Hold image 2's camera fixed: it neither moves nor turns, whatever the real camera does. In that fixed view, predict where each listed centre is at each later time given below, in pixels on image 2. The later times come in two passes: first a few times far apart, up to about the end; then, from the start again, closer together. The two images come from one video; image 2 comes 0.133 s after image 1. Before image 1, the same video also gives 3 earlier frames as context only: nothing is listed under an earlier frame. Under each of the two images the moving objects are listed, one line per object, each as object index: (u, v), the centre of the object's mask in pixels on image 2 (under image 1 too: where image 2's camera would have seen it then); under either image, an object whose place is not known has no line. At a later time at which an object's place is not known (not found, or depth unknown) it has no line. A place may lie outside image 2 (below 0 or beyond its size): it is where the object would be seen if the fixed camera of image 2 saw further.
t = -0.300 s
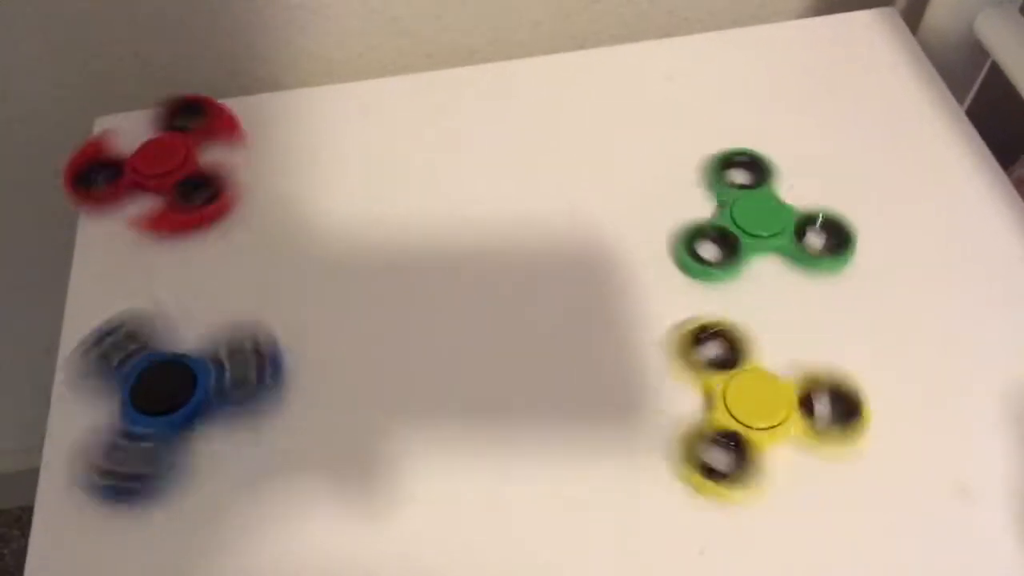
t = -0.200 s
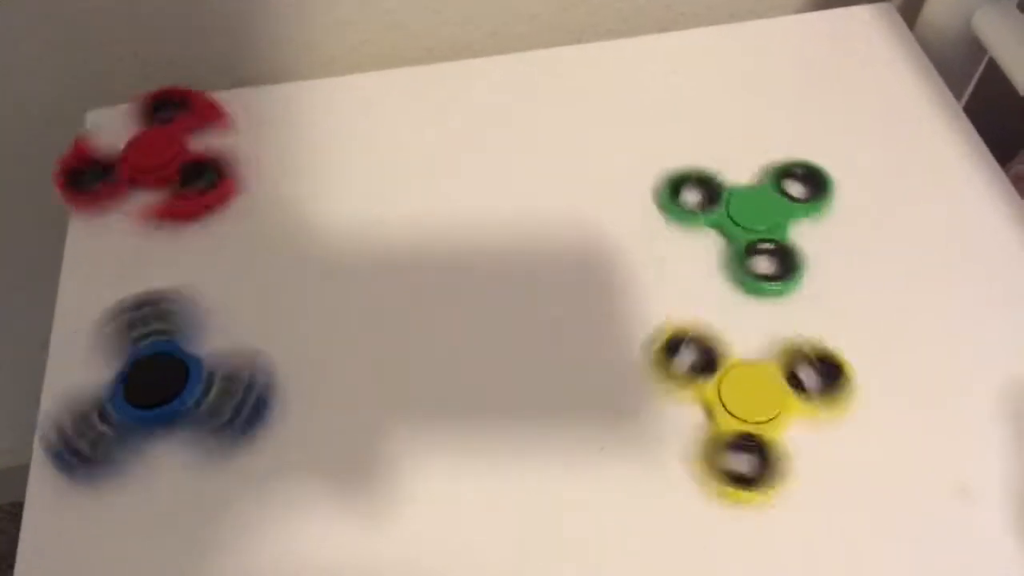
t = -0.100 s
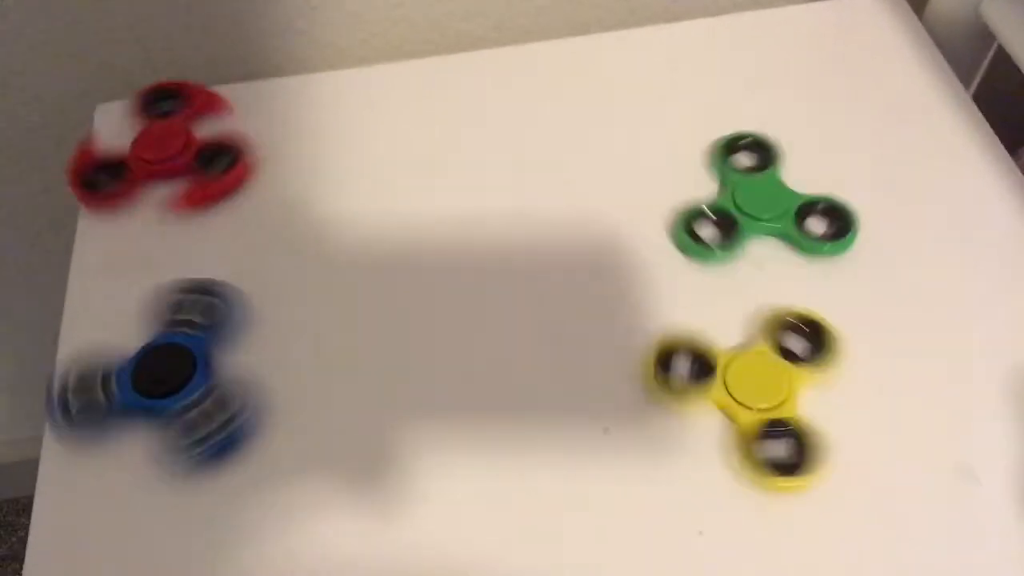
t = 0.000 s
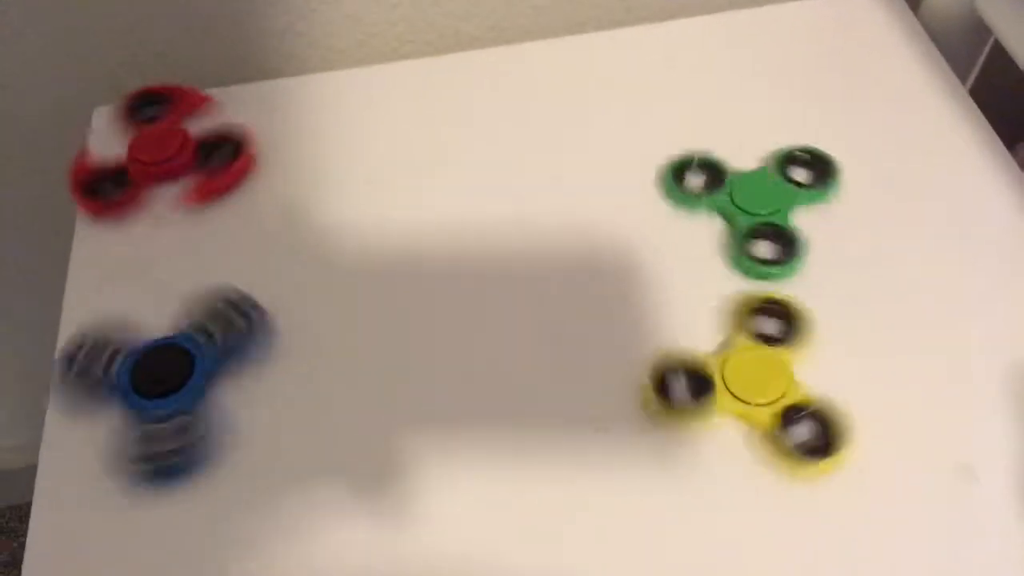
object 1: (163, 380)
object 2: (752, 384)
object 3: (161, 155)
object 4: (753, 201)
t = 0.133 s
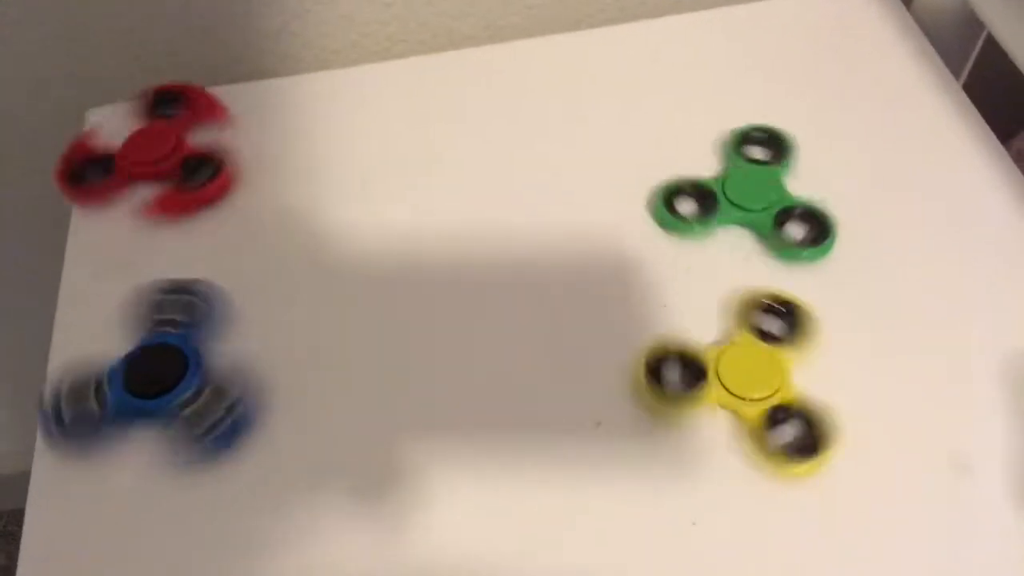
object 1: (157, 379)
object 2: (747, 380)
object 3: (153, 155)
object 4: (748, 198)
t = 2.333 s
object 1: (163, 376)
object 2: (757, 385)
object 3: (157, 153)
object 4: (756, 202)
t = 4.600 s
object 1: (167, 374)
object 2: (758, 382)
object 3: (160, 150)
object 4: (758, 202)
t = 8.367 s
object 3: (159, 152)
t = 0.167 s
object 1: (160, 381)
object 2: (749, 380)
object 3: (154, 157)
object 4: (749, 199)
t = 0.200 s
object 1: (160, 380)
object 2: (748, 382)
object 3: (156, 155)
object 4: (748, 197)
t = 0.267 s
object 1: (157, 382)
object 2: (748, 385)
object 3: (153, 158)
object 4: (750, 201)
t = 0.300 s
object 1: (161, 382)
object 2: (750, 385)
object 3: (155, 155)
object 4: (751, 202)
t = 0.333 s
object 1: (158, 380)
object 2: (750, 386)
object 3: (157, 155)
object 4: (751, 203)
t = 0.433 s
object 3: (159, 154)
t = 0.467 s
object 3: (159, 156)
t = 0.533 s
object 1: (164, 381)
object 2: (755, 387)
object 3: (160, 155)
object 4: (755, 204)
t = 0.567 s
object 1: (166, 382)
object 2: (754, 387)
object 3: (160, 157)
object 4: (754, 203)
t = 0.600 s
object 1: (163, 383)
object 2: (753, 388)
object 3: (158, 159)
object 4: (754, 203)
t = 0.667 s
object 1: (164, 383)
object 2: (755, 389)
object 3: (160, 157)
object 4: (756, 205)
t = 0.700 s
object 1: (166, 384)
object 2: (755, 389)
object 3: (159, 160)
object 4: (756, 206)
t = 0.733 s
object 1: (163, 384)
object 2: (753, 390)
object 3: (156, 157)
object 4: (755, 206)
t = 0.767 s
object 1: (162, 384)
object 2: (754, 391)
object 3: (159, 156)
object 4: (755, 205)
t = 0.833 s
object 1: (159, 384)
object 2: (754, 388)
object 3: (155, 157)
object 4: (755, 204)
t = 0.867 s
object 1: (165, 382)
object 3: (159, 156)
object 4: (756, 204)
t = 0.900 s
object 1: (164, 383)
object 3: (161, 156)
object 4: (757, 204)
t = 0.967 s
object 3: (157, 154)
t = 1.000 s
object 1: (164, 381)
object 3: (160, 154)
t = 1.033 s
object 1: (165, 381)
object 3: (157, 156)
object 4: (756, 204)
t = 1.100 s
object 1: (162, 382)
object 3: (158, 155)
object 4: (755, 204)
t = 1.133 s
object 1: (162, 381)
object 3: (160, 155)
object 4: (756, 205)
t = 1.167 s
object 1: (162, 382)
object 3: (155, 156)
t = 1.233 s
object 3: (160, 154)
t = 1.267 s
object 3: (156, 155)
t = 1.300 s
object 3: (158, 156)
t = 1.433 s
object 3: (161, 153)
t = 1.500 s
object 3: (158, 155)
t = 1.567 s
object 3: (160, 153)
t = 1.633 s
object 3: (157, 154)
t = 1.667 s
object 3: (160, 153)
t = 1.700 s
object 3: (161, 154)
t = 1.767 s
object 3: (159, 153)
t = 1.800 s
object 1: (165, 378)
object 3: (160, 153)
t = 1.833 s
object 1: (167, 379)
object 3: (161, 154)
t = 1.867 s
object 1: (165, 378)
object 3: (158, 153)
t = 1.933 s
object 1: (166, 379)
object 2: (758, 388)
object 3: (160, 154)
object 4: (758, 202)
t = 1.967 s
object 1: (165, 380)
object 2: (755, 386)
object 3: (157, 154)
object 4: (757, 203)
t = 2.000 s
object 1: (163, 379)
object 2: (752, 384)
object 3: (157, 152)
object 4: (755, 203)
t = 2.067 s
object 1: (163, 378)
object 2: (756, 385)
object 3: (157, 154)
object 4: (755, 203)
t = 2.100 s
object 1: (164, 377)
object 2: (757, 384)
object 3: (157, 153)
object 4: (757, 202)
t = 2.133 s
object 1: (165, 378)
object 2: (755, 385)
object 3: (159, 152)
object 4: (756, 202)
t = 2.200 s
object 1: (162, 377)
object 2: (756, 386)
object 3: (155, 155)
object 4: (757, 203)
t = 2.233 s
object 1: (163, 377)
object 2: (755, 385)
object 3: (157, 152)
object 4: (756, 203)
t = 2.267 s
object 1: (164, 378)
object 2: (753, 384)
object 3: (158, 152)
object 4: (755, 203)
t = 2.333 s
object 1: (163, 376)
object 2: (757, 385)
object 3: (157, 153)
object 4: (756, 202)
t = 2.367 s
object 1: (164, 375)
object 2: (758, 383)
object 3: (160, 151)
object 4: (758, 201)
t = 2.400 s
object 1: (165, 374)
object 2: (755, 381)
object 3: (160, 152)
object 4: (758, 202)
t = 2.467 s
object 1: (166, 375)
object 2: (757, 383)
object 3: (160, 151)
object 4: (757, 202)
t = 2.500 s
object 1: (165, 372)
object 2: (756, 381)
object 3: (162, 151)
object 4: (756, 201)
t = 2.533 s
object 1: (168, 369)
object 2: (754, 379)
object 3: (161, 150)
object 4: (755, 200)
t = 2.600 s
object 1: (165, 376)
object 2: (755, 384)
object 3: (161, 152)
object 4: (756, 201)
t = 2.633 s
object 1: (162, 375)
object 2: (751, 381)
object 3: (159, 153)
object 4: (753, 201)
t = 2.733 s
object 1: (152, 377)
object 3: (149, 152)
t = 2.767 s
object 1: (158, 375)
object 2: (751, 382)
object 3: (149, 154)
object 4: (748, 202)
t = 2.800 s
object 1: (160, 373)
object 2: (753, 382)
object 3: (154, 150)
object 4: (754, 200)
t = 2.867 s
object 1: (164, 372)
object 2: (755, 381)
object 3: (158, 149)
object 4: (757, 200)
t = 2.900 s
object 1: (164, 374)
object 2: (757, 382)
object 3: (157, 151)
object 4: (757, 201)
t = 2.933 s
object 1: (165, 374)
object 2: (756, 381)
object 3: (158, 149)
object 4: (755, 201)
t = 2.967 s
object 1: (166, 375)
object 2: (757, 382)
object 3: (161, 151)
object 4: (756, 201)
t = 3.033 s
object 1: (168, 372)
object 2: (758, 382)
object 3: (160, 150)
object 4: (759, 200)
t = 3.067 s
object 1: (168, 372)
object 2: (759, 381)
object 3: (163, 149)
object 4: (760, 200)
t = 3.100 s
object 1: (166, 372)
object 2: (758, 382)
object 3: (161, 151)
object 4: (759, 201)
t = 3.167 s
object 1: (163, 373)
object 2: (755, 381)
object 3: (159, 149)
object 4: (755, 201)
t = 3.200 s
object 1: (166, 374)
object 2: (754, 380)
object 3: (160, 151)
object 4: (754, 200)
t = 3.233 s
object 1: (163, 374)
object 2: (753, 381)
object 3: (157, 153)
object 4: (755, 200)
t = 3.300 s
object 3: (159, 151)
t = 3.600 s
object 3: (158, 153)
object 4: (755, 202)
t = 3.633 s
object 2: (753, 382)
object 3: (157, 152)
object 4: (754, 201)
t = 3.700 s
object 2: (755, 384)
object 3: (158, 153)
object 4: (754, 202)
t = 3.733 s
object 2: (755, 383)
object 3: (158, 152)
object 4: (755, 201)
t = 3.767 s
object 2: (754, 384)
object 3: (160, 151)
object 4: (756, 202)
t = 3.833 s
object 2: (756, 387)
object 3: (158, 152)
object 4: (757, 203)
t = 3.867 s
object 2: (756, 387)
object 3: (159, 152)
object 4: (757, 204)
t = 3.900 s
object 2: (758, 385)
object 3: (162, 151)
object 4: (757, 203)
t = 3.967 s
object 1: (166, 377)
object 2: (758, 386)
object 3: (159, 152)
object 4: (758, 203)
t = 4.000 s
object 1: (168, 377)
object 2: (758, 385)
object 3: (161, 151)
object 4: (758, 202)
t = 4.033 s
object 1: (165, 376)
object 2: (758, 384)
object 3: (162, 152)
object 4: (758, 202)
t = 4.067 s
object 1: (167, 376)
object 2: (757, 381)
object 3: (160, 152)
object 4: (758, 202)
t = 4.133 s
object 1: (166, 374)
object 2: (755, 383)
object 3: (161, 150)
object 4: (755, 201)
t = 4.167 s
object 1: (167, 376)
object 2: (756, 383)
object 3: (160, 152)
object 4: (755, 201)
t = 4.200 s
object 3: (158, 153)
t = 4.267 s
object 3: (161, 151)
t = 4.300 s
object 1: (167, 376)
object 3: (160, 152)
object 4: (757, 202)
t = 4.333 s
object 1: (165, 375)
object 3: (159, 151)
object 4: (756, 202)
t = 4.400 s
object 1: (164, 376)
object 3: (160, 152)
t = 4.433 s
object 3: (156, 153)
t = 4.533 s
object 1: (165, 374)
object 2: (757, 382)
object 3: (158, 152)
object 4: (758, 202)
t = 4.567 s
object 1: (169, 373)
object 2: (760, 382)
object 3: (159, 151)
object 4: (759, 202)
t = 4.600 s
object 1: (167, 374)
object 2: (758, 382)
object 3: (160, 150)
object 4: (758, 202)
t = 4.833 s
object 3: (159, 151)
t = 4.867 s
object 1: (166, 375)
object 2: (756, 384)
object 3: (160, 151)
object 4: (757, 202)
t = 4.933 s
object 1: (166, 374)
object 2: (757, 382)
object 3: (159, 150)
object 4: (757, 201)
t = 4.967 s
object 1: (165, 372)
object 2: (756, 383)
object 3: (161, 149)
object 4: (756, 201)
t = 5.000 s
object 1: (167, 374)
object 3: (161, 151)
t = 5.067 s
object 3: (159, 150)
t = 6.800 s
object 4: (758, 202)
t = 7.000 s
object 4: (758, 202)
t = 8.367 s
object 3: (159, 152)
